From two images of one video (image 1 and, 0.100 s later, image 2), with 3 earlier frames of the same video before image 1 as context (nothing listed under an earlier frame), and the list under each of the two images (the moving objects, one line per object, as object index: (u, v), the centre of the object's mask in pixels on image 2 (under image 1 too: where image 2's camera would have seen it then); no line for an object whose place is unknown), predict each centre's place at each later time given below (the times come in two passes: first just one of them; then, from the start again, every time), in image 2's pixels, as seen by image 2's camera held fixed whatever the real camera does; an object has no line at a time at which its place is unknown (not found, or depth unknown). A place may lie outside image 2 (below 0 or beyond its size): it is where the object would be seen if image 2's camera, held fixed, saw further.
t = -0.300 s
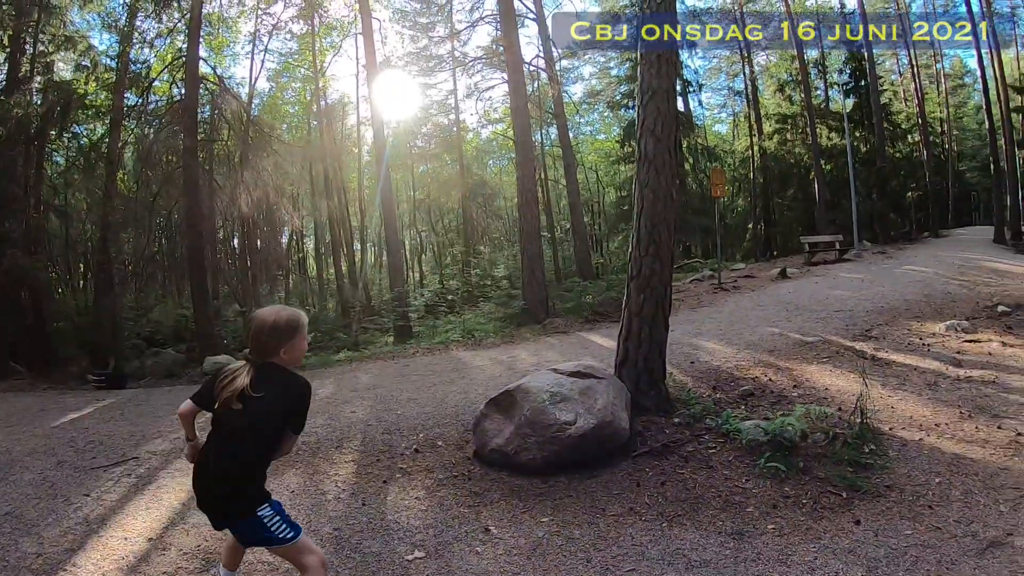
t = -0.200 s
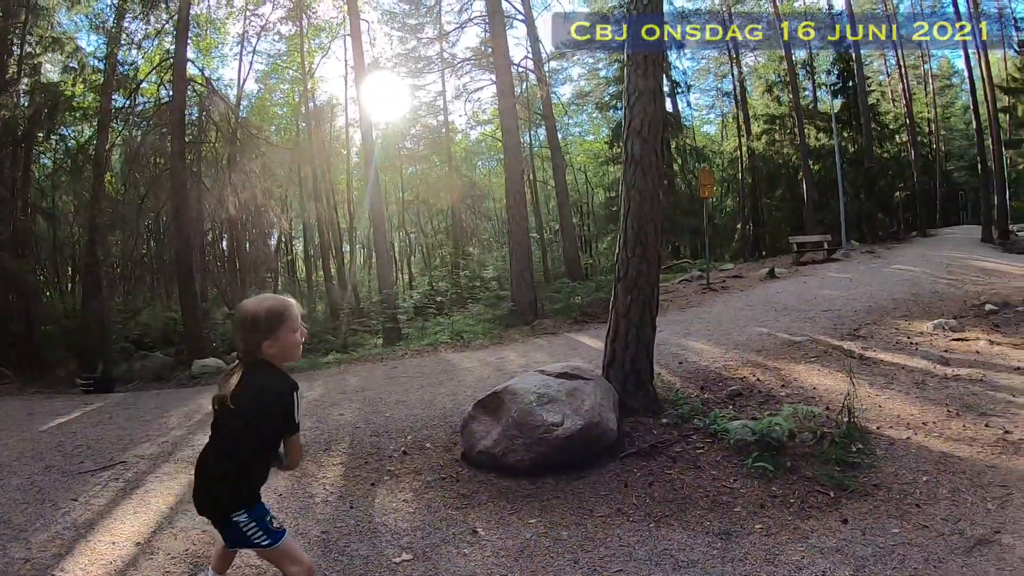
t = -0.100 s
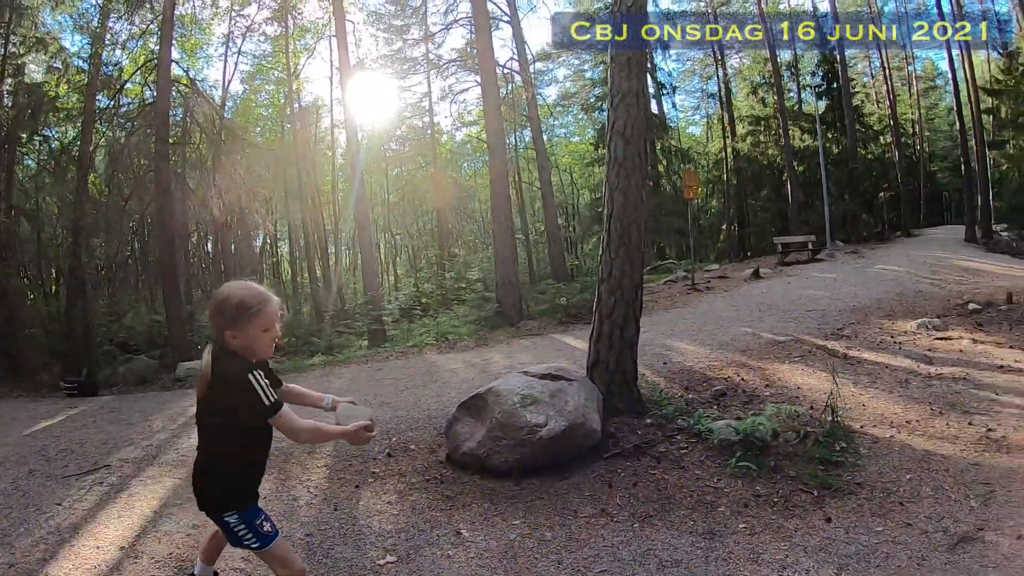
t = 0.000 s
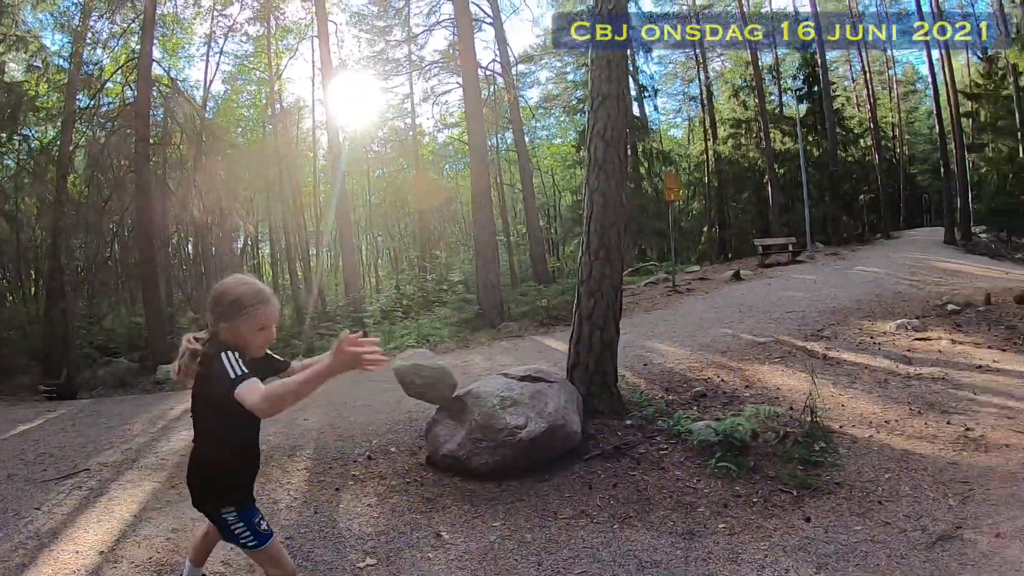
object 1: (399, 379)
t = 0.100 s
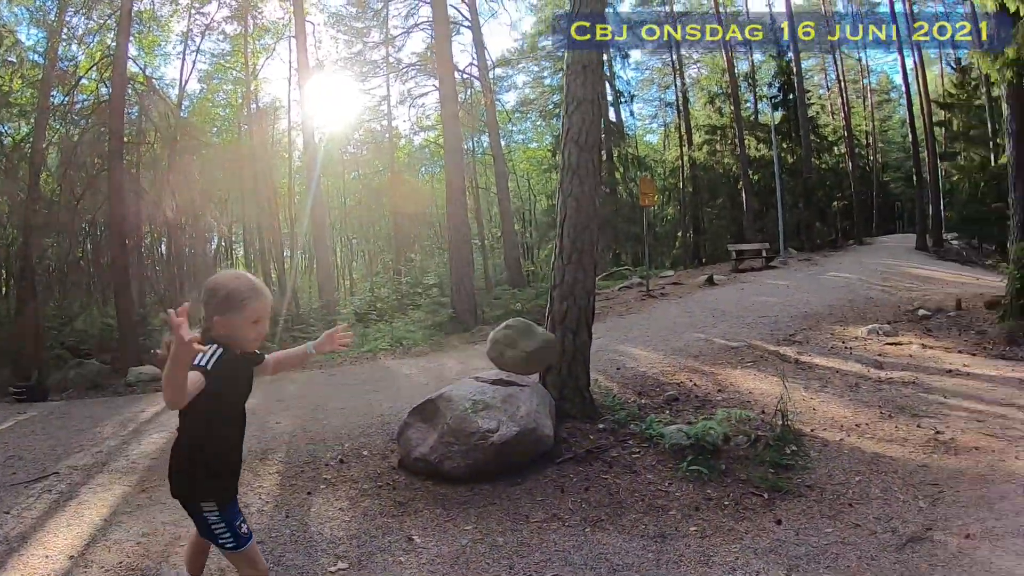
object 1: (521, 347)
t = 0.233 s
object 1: (748, 360)
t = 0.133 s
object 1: (571, 346)
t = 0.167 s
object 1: (624, 346)
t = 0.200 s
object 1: (684, 350)
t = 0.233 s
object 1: (748, 360)
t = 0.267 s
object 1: (807, 373)
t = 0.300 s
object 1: (863, 389)
